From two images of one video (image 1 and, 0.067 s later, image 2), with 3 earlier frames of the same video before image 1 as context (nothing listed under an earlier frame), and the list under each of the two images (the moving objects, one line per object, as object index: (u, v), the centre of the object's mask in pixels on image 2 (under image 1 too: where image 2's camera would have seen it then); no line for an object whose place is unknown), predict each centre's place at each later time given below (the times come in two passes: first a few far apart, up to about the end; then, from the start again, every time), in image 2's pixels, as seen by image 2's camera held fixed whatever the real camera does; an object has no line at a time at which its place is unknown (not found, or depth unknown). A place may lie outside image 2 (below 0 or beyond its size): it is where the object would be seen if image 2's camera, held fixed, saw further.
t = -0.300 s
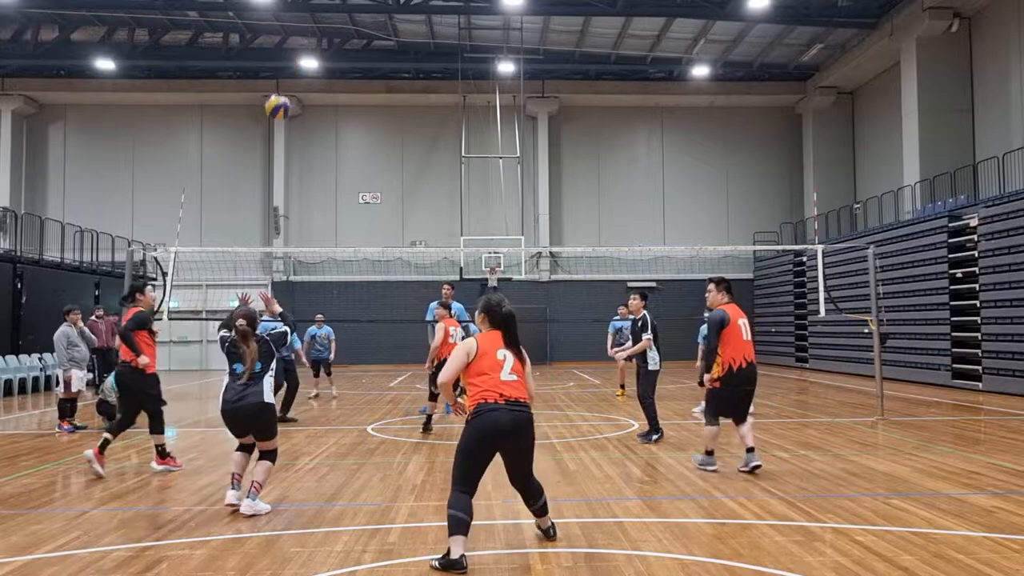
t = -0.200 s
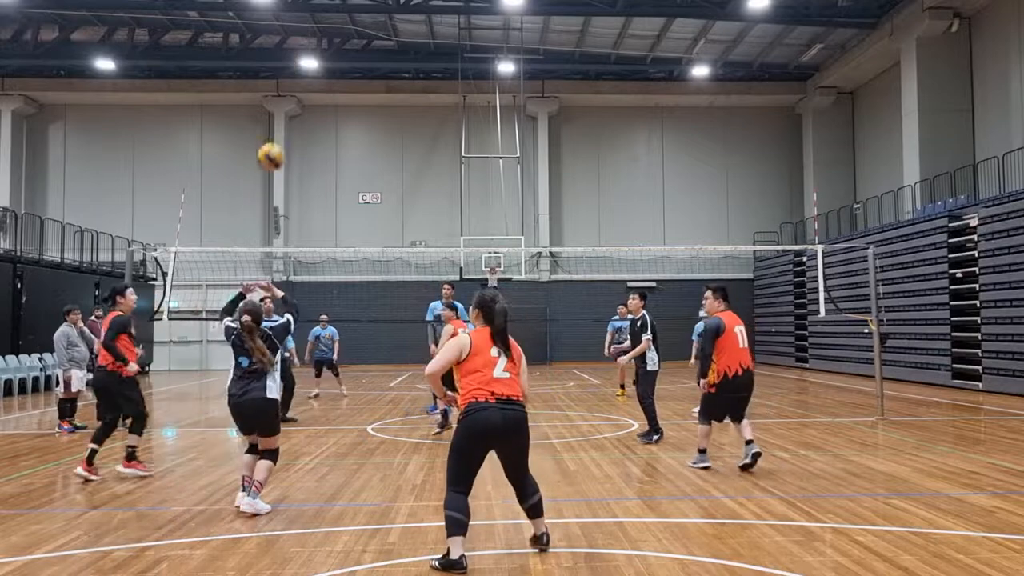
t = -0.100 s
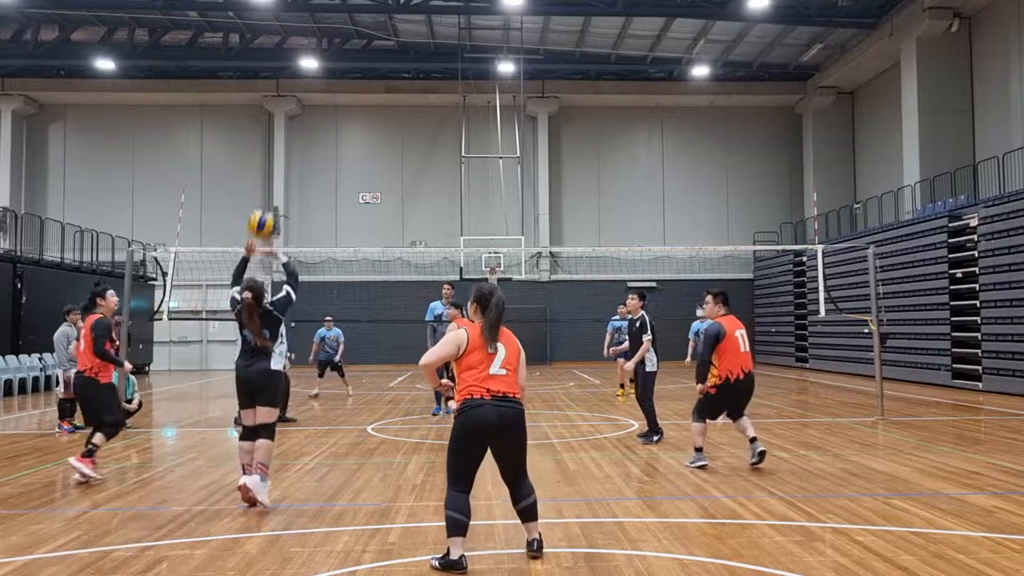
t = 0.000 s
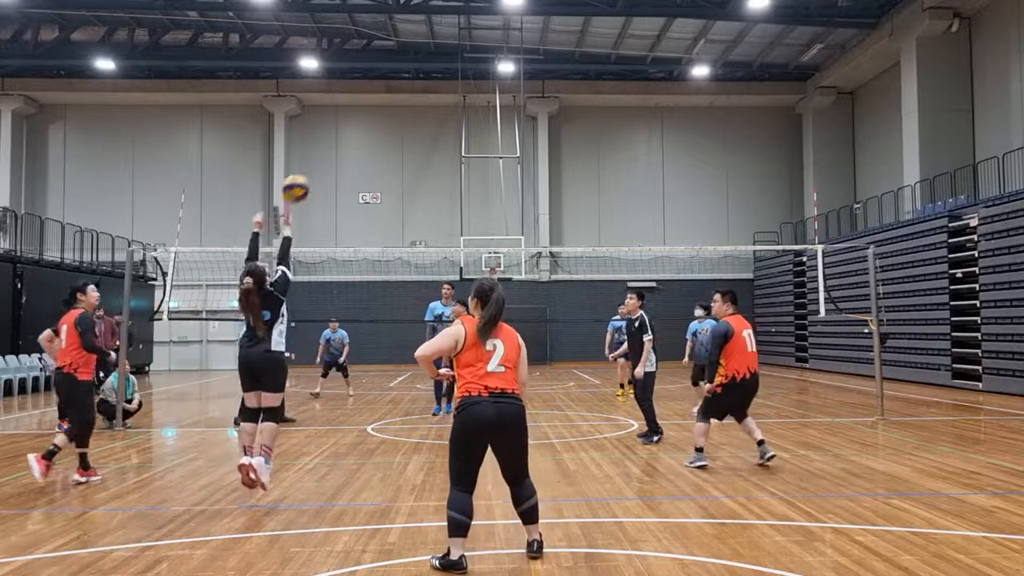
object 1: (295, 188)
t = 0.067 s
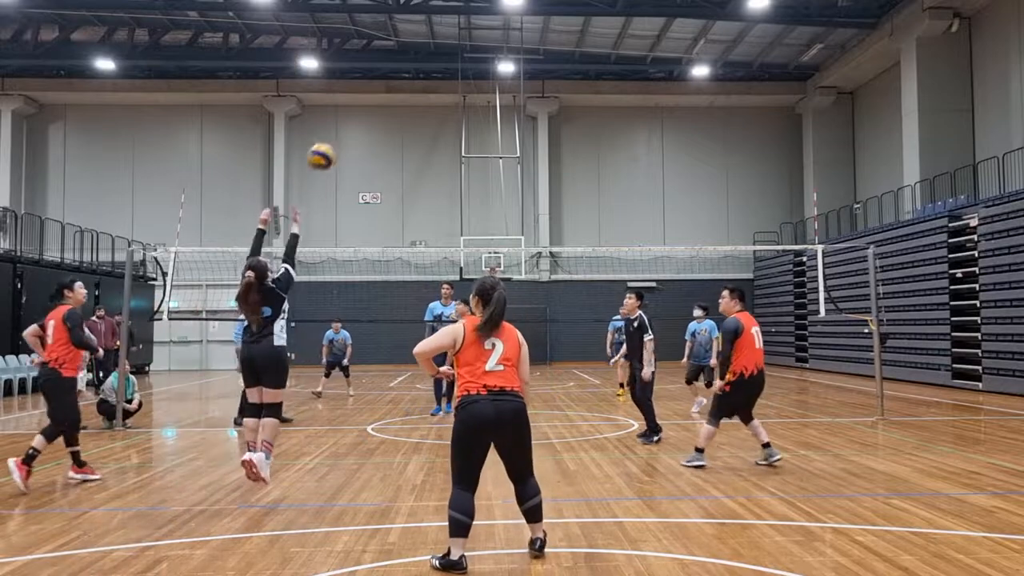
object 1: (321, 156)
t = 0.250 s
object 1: (384, 101)
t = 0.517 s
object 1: (460, 92)
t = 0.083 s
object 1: (327, 149)
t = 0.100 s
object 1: (333, 142)
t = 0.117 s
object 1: (339, 136)
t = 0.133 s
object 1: (345, 130)
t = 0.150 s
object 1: (350, 125)
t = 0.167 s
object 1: (356, 120)
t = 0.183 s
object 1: (361, 115)
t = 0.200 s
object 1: (368, 111)
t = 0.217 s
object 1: (373, 107)
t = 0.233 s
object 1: (378, 104)
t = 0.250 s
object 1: (384, 101)
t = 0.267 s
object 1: (389, 98)
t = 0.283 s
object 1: (394, 95)
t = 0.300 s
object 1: (399, 93)
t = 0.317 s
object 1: (404, 91)
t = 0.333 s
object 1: (409, 89)
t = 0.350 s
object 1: (414, 89)
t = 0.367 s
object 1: (419, 88)
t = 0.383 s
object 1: (423, 88)
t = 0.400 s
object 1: (428, 87)
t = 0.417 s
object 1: (433, 87)
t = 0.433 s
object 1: (437, 87)
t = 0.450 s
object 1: (442, 87)
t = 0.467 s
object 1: (447, 88)
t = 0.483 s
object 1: (451, 89)
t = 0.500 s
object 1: (455, 90)
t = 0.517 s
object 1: (460, 92)
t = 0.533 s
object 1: (464, 94)
